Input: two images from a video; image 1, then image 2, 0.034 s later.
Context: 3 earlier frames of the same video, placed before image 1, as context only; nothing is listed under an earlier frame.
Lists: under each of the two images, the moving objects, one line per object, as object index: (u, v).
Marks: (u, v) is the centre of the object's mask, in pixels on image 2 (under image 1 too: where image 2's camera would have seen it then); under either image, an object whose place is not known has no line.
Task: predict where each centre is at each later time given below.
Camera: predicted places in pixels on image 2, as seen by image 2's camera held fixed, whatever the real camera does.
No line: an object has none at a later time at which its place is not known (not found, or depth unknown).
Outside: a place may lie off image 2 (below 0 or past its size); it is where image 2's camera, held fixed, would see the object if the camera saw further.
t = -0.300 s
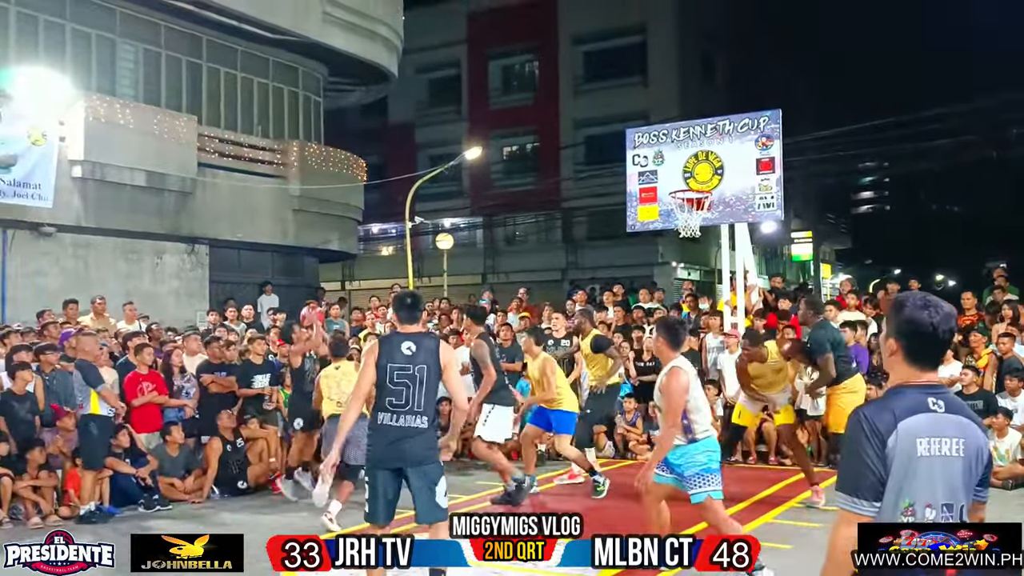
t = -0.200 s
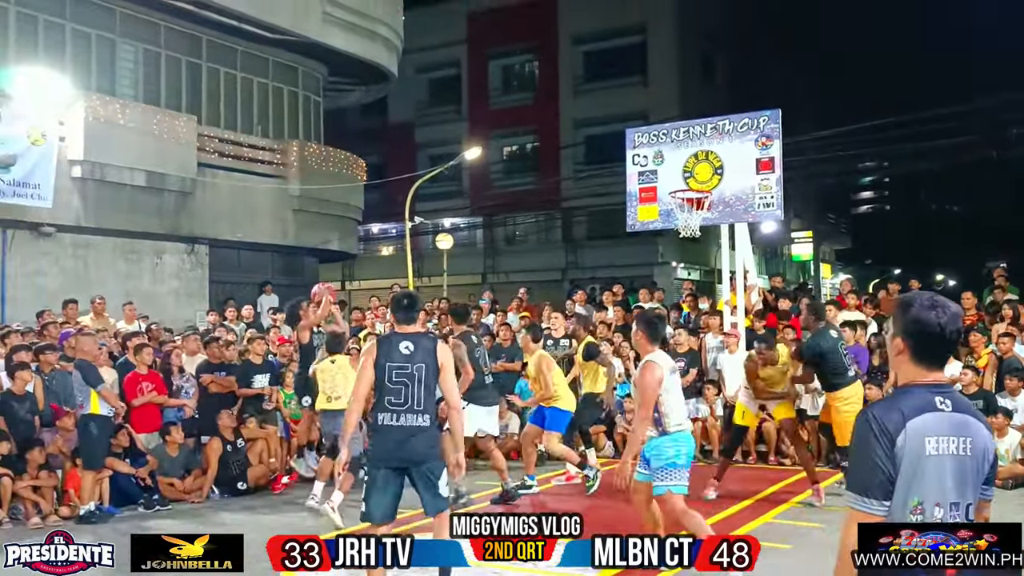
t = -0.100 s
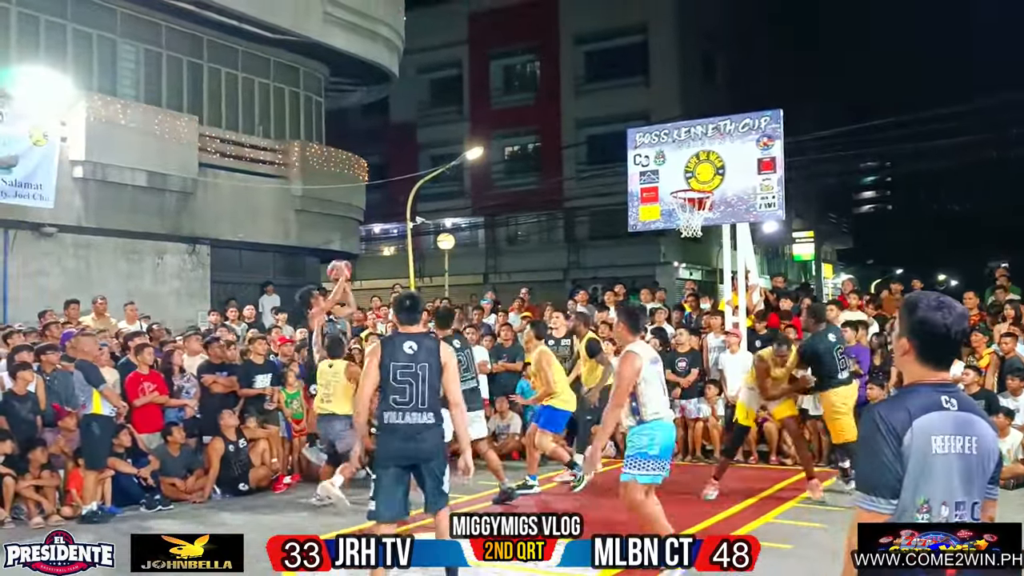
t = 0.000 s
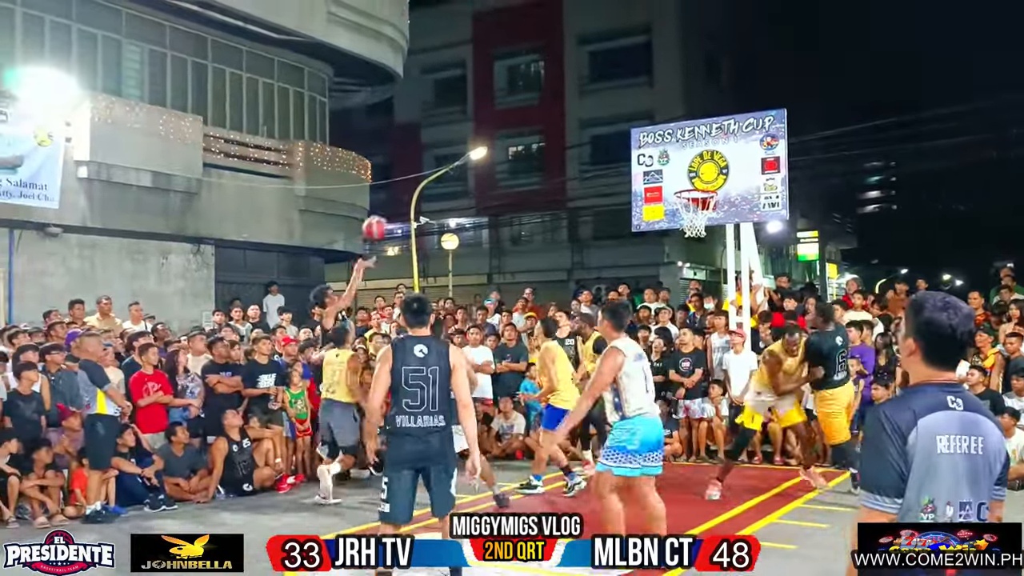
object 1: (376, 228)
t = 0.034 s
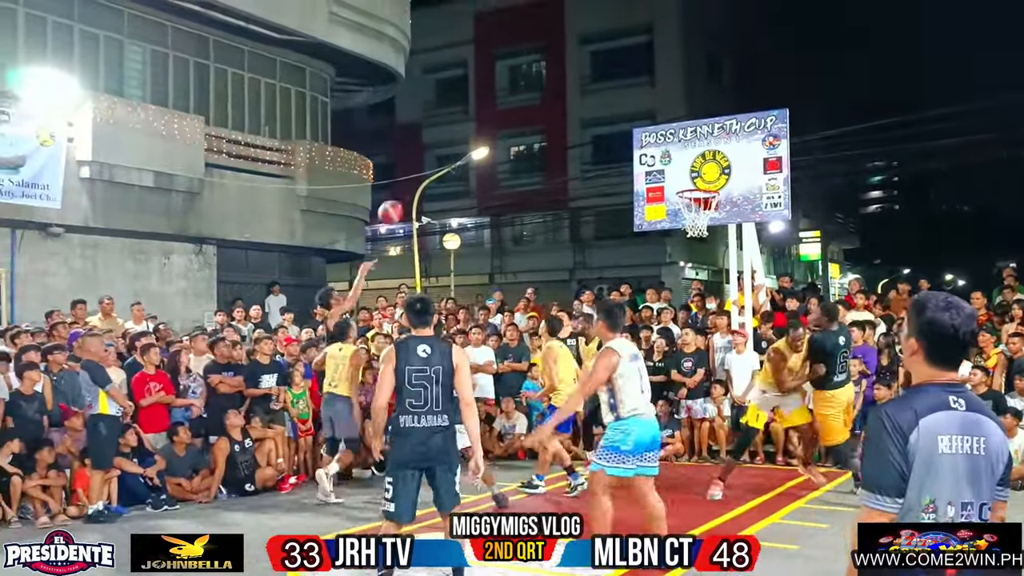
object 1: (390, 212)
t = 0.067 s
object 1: (404, 199)
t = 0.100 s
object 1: (417, 186)
